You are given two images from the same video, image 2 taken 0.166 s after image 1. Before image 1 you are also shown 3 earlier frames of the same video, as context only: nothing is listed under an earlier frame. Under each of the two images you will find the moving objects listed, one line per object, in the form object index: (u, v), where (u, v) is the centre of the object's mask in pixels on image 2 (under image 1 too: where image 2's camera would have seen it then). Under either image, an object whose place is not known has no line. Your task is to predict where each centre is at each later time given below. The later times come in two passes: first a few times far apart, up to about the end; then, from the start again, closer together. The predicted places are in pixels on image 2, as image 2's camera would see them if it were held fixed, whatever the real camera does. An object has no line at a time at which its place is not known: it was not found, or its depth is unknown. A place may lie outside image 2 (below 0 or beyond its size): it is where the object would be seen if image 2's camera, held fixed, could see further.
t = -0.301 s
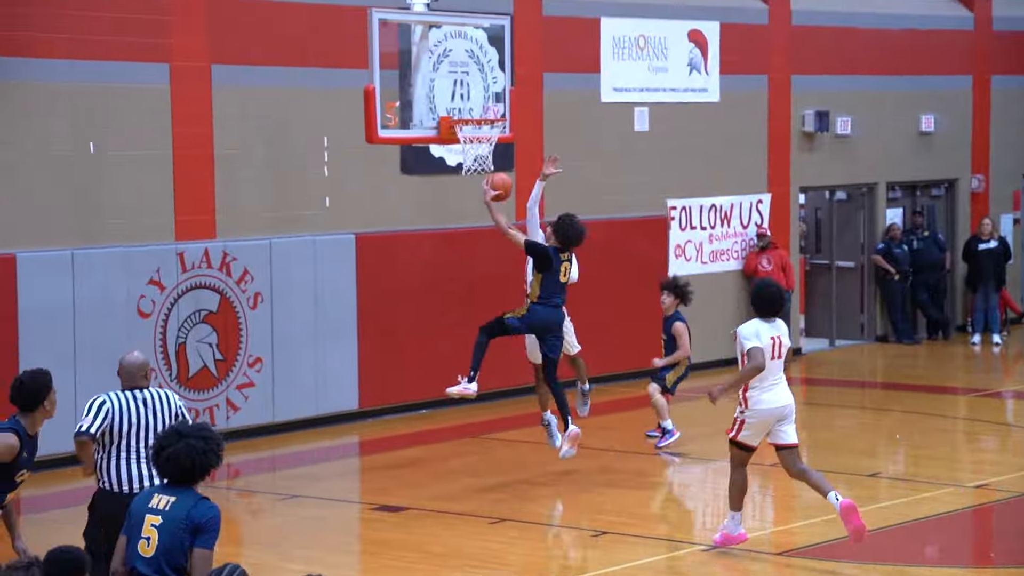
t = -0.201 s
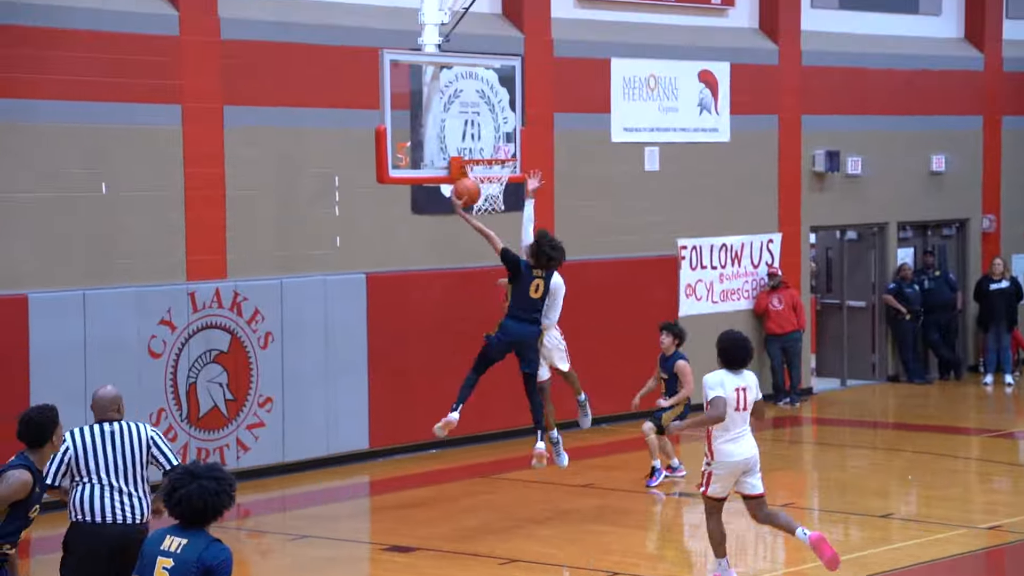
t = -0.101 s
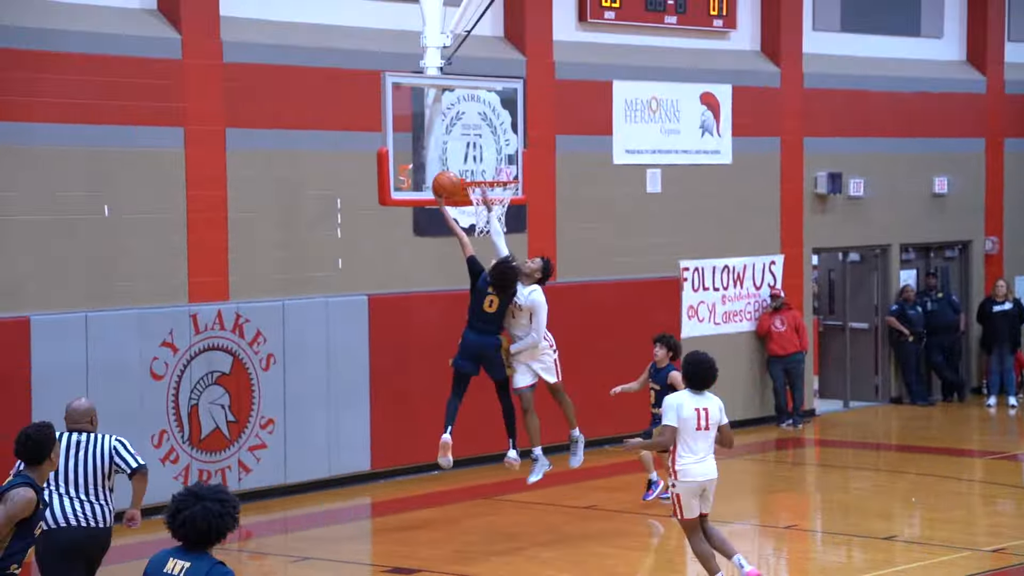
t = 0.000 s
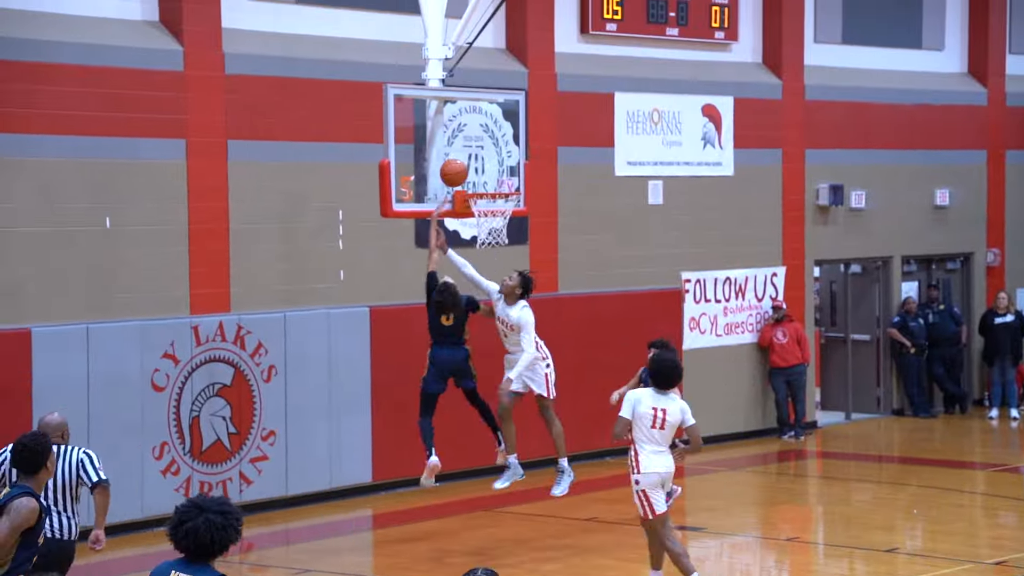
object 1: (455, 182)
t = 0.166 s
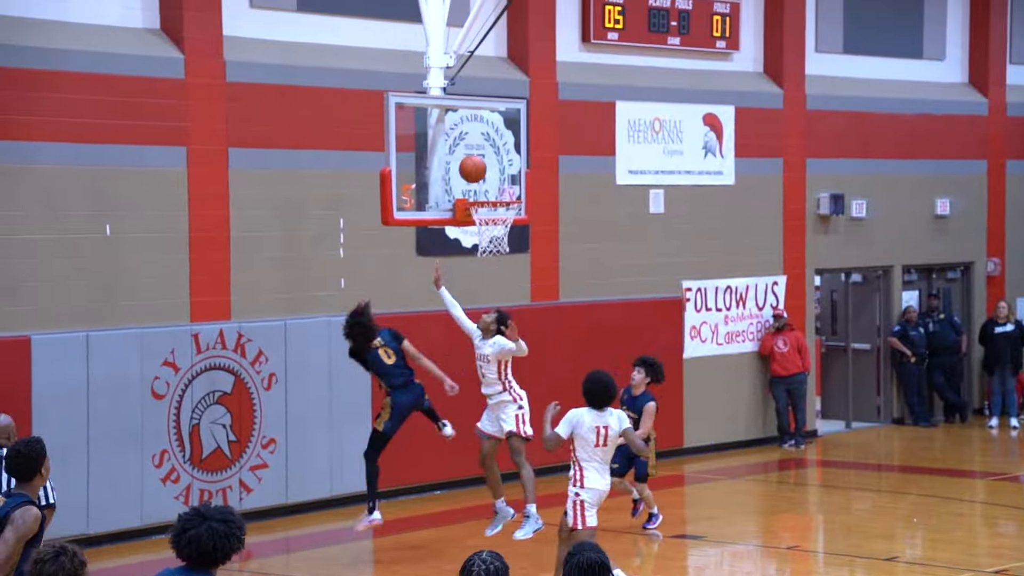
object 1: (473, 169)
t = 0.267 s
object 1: (483, 176)
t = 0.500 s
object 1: (506, 229)
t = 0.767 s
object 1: (514, 322)
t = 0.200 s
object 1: (476, 170)
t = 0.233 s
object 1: (480, 173)
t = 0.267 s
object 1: (483, 176)
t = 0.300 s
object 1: (487, 182)
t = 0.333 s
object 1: (491, 188)
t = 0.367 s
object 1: (494, 195)
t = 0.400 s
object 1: (497, 205)
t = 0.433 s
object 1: (500, 214)
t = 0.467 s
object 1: (504, 220)
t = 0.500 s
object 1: (506, 229)
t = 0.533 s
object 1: (509, 246)
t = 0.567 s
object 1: (509, 250)
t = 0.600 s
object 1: (508, 256)
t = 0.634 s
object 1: (509, 266)
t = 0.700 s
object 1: (511, 293)
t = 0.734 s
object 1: (512, 307)
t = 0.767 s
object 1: (514, 322)
